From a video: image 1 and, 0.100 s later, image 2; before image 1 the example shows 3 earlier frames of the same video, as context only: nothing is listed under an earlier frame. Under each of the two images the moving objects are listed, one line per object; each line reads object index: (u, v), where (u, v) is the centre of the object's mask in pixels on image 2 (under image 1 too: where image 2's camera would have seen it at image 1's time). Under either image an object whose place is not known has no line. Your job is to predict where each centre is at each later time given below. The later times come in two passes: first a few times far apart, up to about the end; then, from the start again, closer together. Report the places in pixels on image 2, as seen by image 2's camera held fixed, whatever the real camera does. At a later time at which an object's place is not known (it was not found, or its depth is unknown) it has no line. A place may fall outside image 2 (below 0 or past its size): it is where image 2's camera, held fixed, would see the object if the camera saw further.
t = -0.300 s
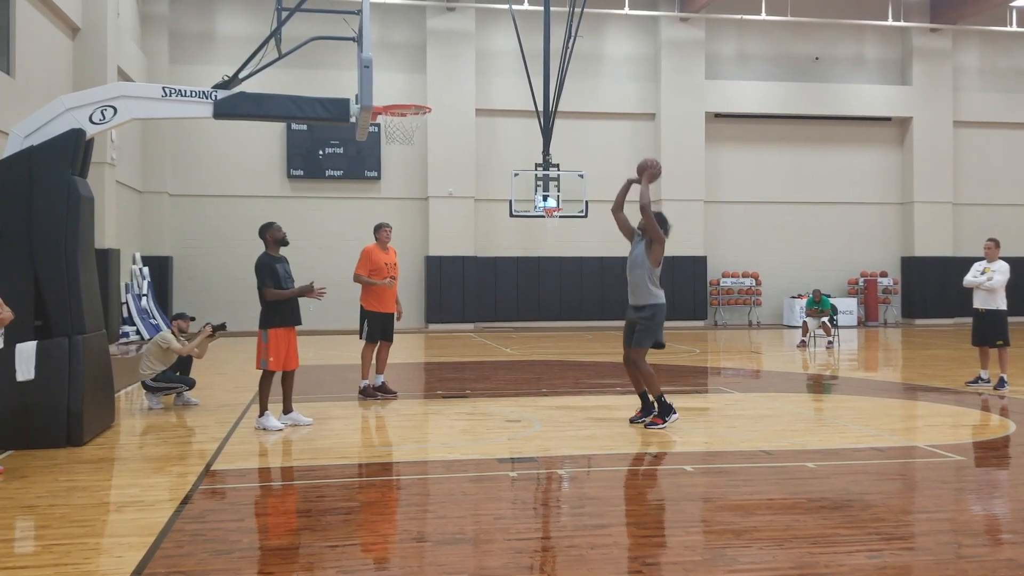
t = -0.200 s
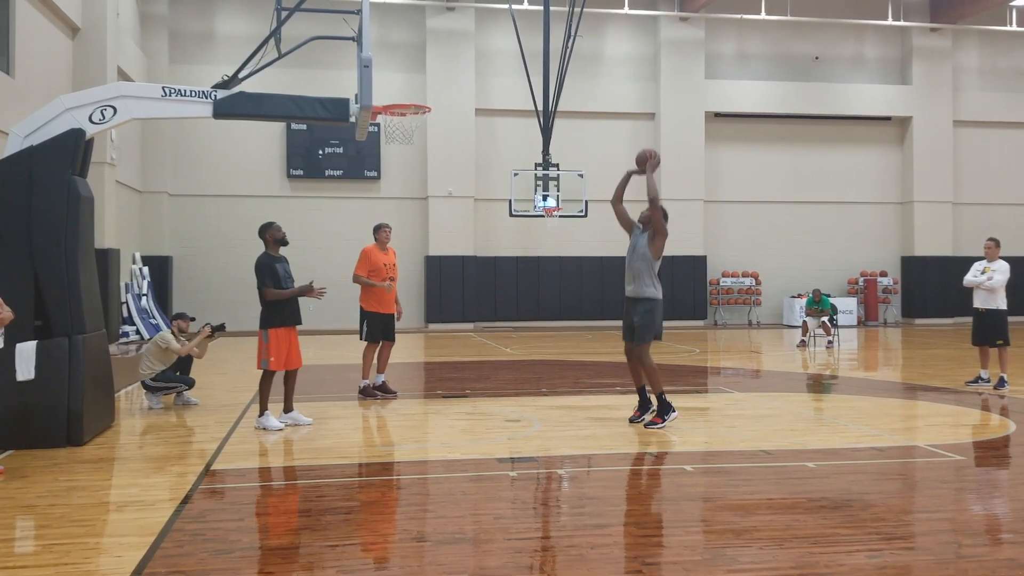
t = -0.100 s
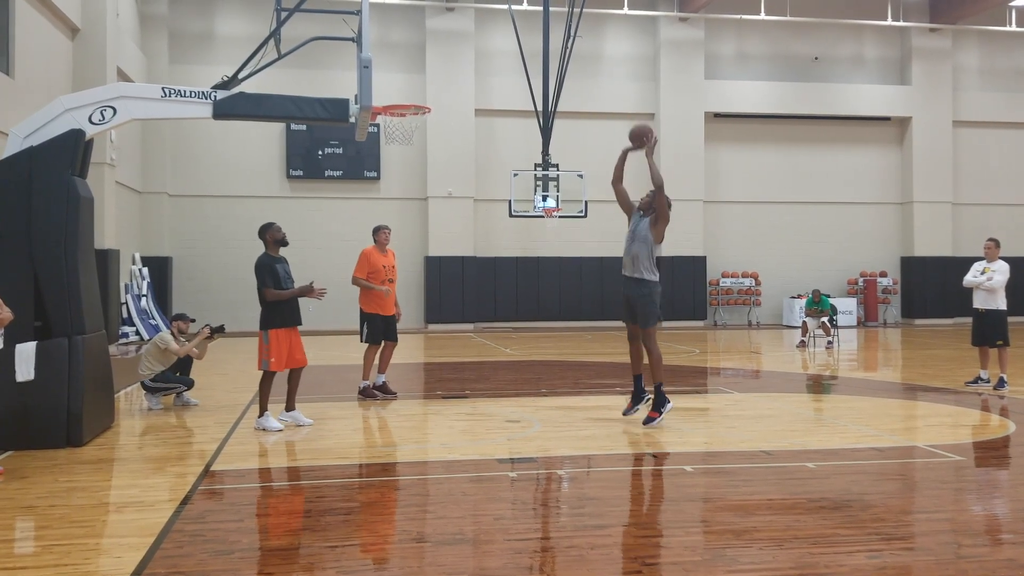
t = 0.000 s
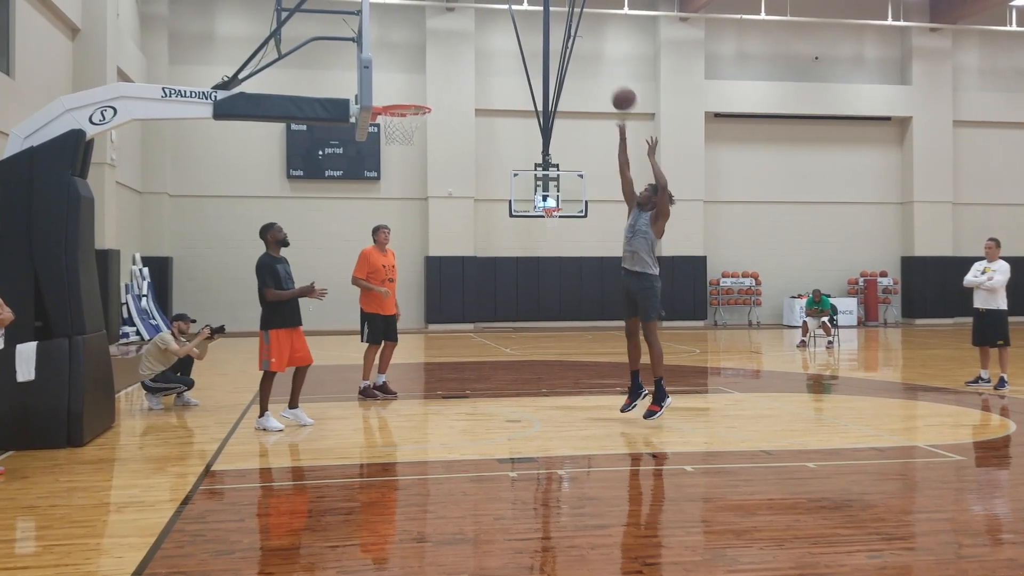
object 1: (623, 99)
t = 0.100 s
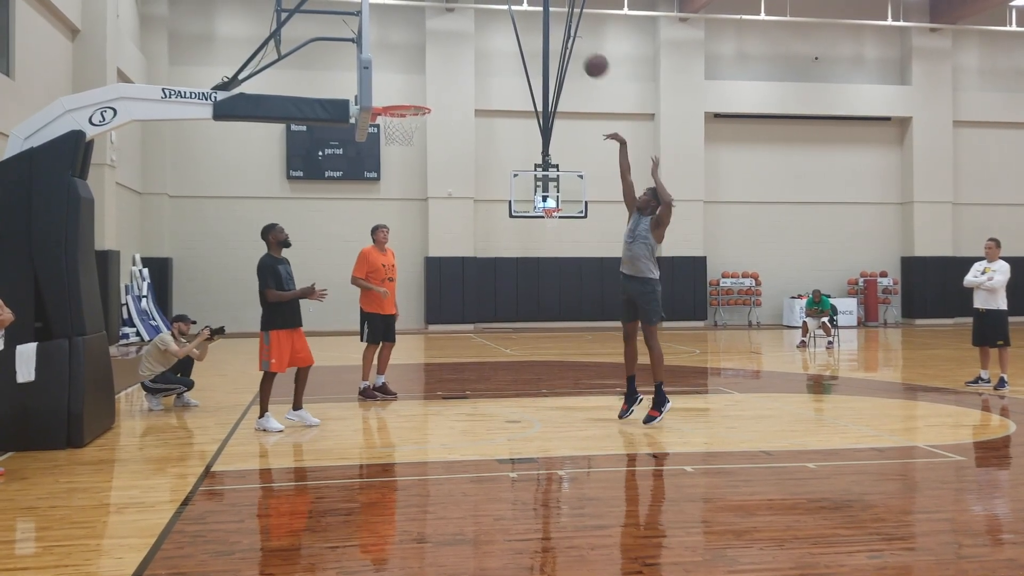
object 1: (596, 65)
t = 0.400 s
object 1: (514, 22)
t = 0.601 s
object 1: (460, 41)
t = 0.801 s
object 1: (407, 98)
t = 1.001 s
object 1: (379, 174)
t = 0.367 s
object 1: (523, 22)
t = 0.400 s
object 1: (514, 22)
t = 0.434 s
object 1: (504, 22)
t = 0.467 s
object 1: (496, 24)
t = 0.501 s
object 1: (487, 26)
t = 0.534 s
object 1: (478, 30)
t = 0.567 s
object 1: (469, 35)
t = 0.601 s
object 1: (460, 41)
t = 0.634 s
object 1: (451, 49)
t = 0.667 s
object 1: (442, 57)
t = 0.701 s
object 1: (433, 67)
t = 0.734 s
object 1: (424, 77)
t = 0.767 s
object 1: (416, 89)
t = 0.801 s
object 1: (407, 98)
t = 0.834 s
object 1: (398, 118)
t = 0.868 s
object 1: (390, 130)
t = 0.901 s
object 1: (386, 143)
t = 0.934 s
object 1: (384, 150)
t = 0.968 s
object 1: (382, 161)
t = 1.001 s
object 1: (379, 174)
